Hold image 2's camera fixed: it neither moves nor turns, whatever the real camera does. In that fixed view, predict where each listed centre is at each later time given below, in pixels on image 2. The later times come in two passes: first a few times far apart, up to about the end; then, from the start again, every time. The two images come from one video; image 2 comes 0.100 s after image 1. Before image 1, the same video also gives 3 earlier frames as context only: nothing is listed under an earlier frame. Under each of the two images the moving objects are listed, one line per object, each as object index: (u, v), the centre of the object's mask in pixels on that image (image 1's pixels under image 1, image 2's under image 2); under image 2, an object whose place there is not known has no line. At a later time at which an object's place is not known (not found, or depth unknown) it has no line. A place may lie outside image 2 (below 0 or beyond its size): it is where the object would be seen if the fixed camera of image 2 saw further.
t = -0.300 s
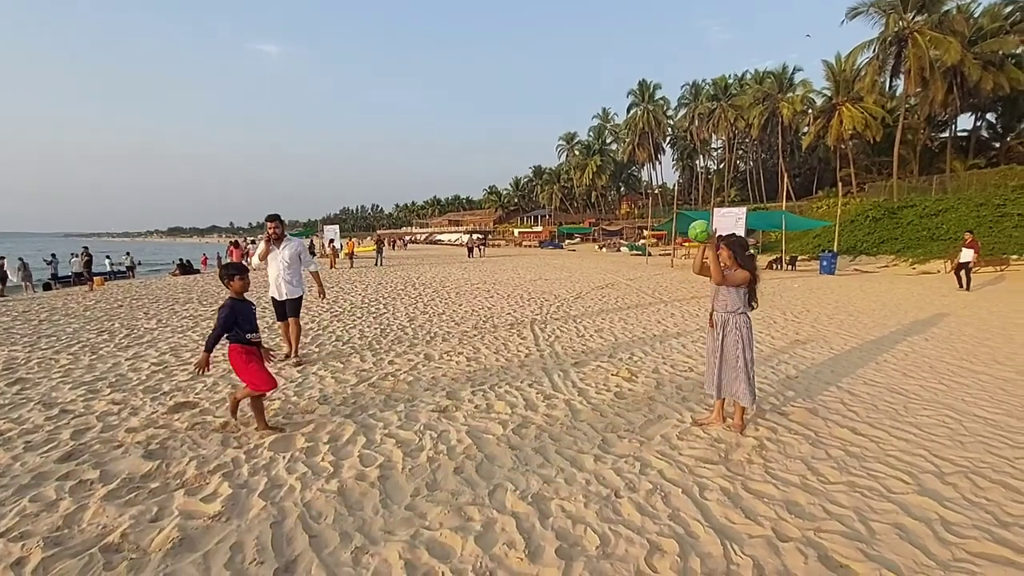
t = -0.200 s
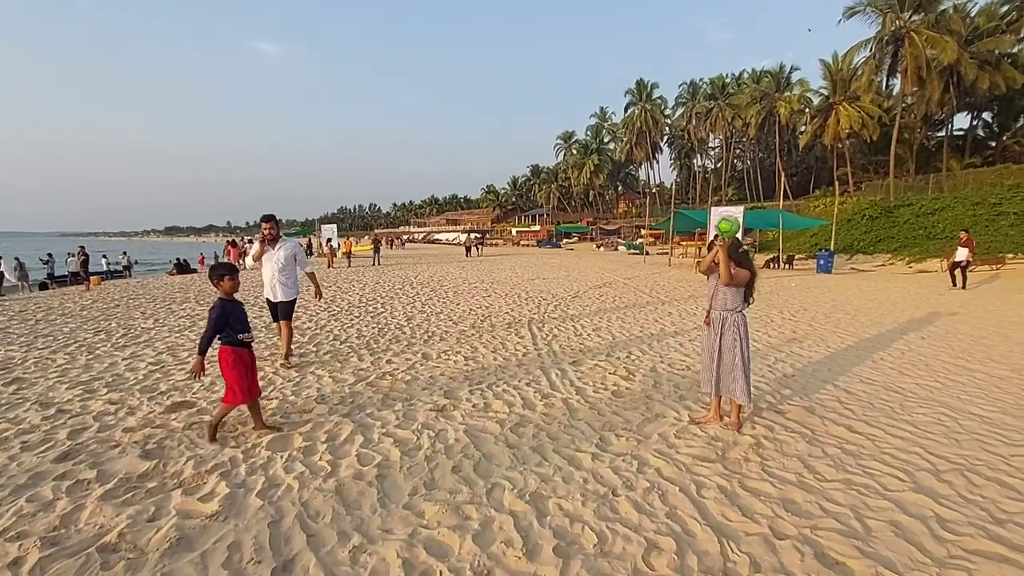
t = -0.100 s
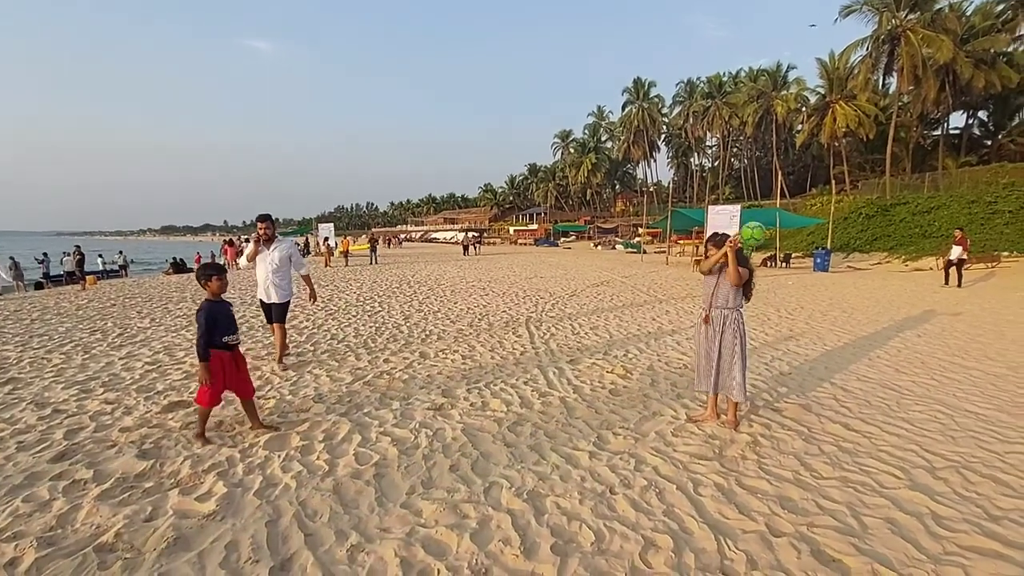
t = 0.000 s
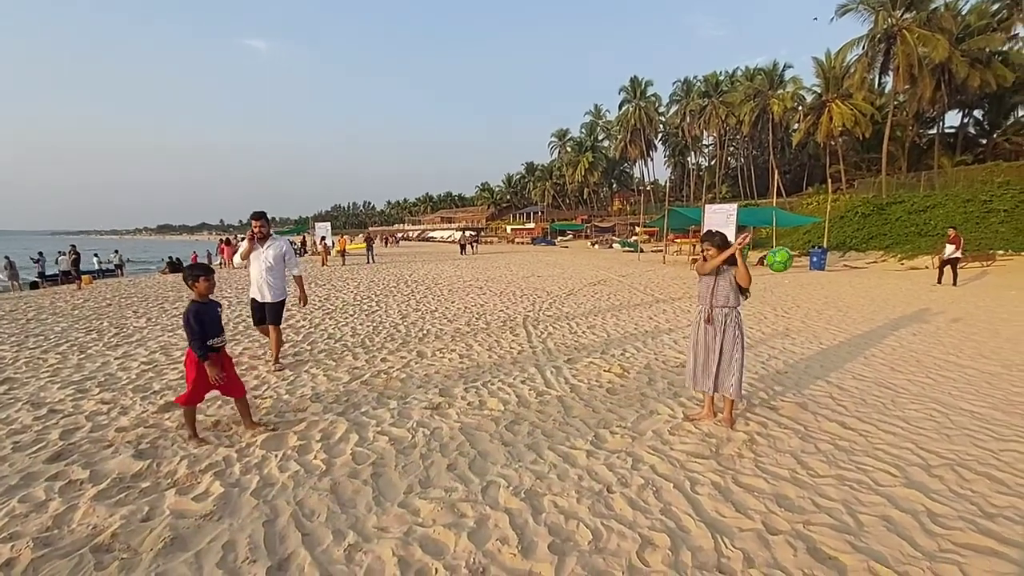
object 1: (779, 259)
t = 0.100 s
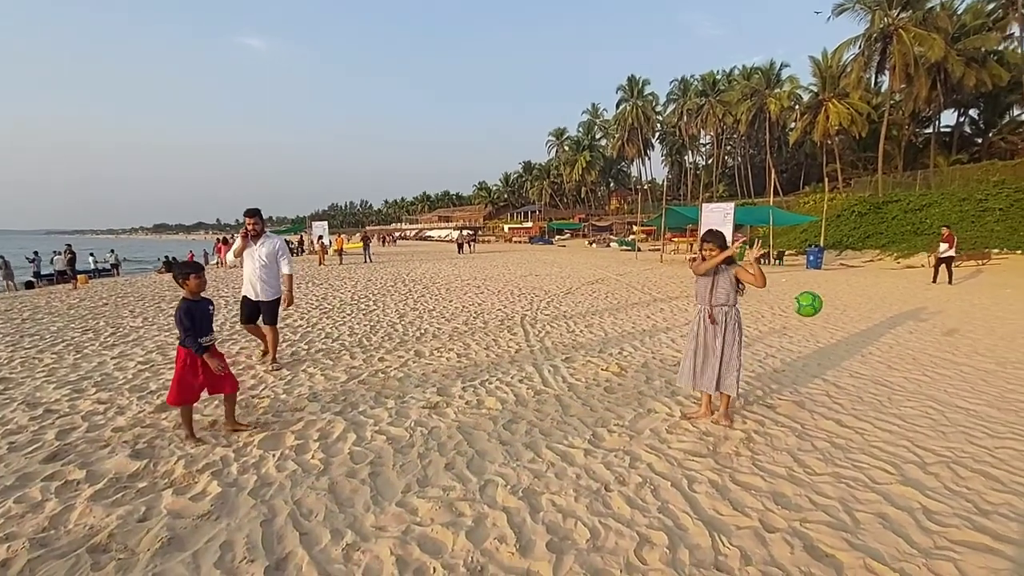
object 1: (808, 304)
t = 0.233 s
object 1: (848, 397)
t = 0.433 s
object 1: (892, 466)
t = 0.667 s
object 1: (938, 479)
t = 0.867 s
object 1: (966, 482)
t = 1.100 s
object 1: (998, 488)
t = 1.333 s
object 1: (1010, 488)
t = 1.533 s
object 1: (1011, 488)
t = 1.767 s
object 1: (1010, 488)
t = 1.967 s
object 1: (1009, 488)
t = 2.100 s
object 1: (1009, 488)
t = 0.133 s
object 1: (818, 324)
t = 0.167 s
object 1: (828, 346)
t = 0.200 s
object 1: (838, 370)
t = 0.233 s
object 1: (848, 397)
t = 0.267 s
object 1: (858, 427)
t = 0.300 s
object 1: (868, 458)
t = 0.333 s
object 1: (875, 474)
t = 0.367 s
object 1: (879, 469)
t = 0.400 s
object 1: (886, 467)
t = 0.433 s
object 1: (892, 466)
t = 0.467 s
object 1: (898, 467)
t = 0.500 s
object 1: (904, 471)
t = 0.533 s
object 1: (910, 474)
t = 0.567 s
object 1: (917, 477)
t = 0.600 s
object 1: (925, 477)
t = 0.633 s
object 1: (931, 478)
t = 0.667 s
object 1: (938, 479)
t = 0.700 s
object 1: (943, 480)
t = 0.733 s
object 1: (950, 479)
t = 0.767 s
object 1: (954, 480)
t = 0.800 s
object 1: (960, 482)
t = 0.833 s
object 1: (964, 482)
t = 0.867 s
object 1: (966, 482)
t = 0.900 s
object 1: (973, 482)
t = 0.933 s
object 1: (976, 483)
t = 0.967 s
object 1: (981, 484)
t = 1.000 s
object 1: (986, 486)
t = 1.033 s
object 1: (992, 488)
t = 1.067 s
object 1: (996, 489)
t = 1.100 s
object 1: (998, 488)
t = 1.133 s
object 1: (1000, 488)
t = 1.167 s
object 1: (1003, 488)
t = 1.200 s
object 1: (1004, 487)
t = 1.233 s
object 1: (1005, 487)
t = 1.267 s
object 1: (1007, 487)
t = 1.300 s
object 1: (1008, 488)
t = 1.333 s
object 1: (1010, 488)
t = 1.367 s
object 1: (1010, 488)
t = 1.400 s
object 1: (1010, 488)
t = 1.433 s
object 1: (1011, 488)
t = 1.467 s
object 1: (1011, 488)
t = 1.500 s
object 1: (1011, 488)
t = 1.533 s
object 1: (1011, 488)
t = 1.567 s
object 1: (1011, 488)
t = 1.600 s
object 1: (1010, 488)
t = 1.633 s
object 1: (1010, 488)
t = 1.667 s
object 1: (1010, 488)
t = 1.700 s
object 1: (1009, 488)
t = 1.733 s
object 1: (1010, 488)
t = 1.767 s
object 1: (1010, 488)
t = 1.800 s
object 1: (1010, 488)
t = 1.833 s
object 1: (1009, 488)
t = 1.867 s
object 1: (1009, 488)
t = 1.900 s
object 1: (1009, 488)
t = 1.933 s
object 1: (1009, 488)
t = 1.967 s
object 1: (1009, 488)
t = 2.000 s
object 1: (1009, 488)
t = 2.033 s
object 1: (1009, 488)
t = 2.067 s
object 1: (1009, 488)
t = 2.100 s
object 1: (1009, 488)
